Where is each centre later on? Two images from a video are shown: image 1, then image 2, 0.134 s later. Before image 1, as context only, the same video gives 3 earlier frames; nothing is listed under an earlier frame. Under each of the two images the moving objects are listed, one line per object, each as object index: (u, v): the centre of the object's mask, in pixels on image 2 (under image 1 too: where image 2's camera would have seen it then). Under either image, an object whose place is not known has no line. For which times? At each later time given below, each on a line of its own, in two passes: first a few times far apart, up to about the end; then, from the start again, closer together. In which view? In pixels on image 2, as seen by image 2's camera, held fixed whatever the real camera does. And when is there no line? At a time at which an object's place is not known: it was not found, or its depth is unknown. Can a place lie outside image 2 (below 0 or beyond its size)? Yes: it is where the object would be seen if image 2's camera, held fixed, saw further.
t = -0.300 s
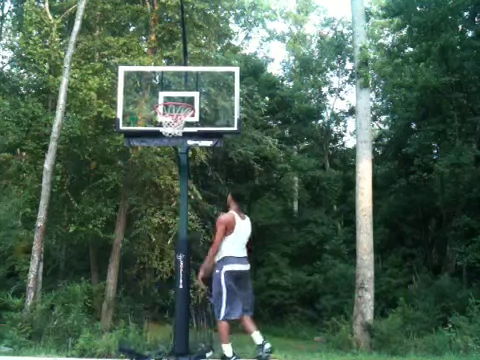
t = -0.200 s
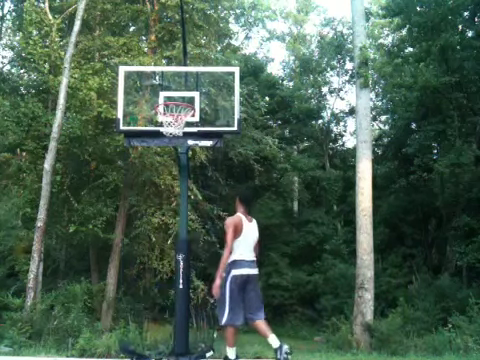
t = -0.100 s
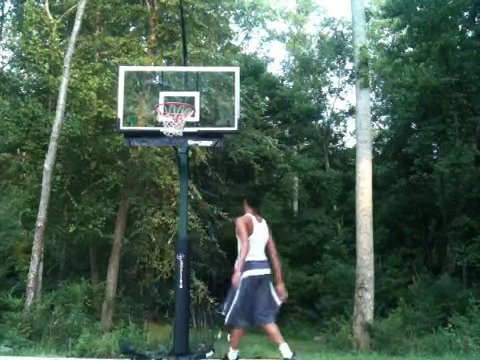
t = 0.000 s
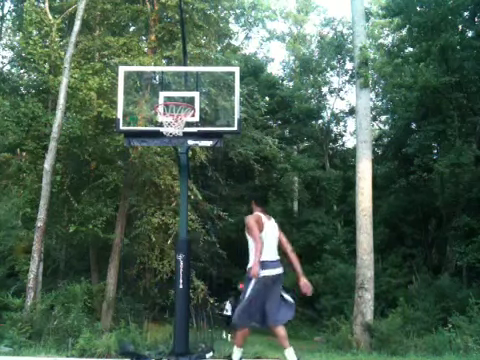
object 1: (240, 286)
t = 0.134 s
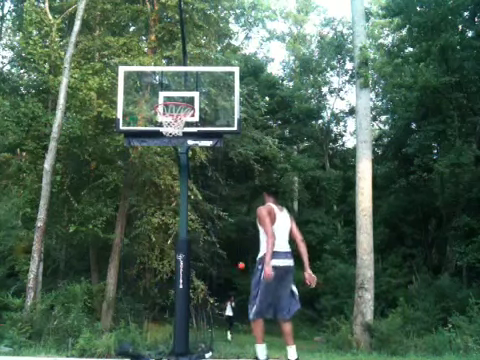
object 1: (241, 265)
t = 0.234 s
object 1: (241, 251)
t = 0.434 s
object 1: (243, 228)
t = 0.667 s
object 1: (245, 214)
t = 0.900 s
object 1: (250, 219)
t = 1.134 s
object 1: (258, 259)
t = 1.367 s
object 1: (273, 338)
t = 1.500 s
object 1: (279, 285)
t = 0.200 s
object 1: (241, 256)
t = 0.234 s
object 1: (241, 251)
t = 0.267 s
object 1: (241, 247)
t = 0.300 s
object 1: (241, 242)
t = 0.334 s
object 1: (242, 239)
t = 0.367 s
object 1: (242, 235)
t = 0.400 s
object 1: (242, 231)
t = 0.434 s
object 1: (243, 228)
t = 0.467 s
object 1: (243, 225)
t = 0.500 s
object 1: (243, 222)
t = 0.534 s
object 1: (243, 220)
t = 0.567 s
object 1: (244, 218)
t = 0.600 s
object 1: (244, 216)
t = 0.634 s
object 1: (244, 215)
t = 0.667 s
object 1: (245, 214)
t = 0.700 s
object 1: (246, 213)
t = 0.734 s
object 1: (246, 213)
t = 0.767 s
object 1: (247, 213)
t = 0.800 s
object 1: (248, 214)
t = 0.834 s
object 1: (248, 215)
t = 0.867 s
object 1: (249, 217)
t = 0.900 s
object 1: (250, 219)
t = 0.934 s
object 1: (250, 222)
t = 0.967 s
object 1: (252, 226)
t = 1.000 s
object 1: (253, 230)
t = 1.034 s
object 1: (254, 236)
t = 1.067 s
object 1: (255, 243)
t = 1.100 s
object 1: (256, 251)
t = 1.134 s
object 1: (258, 259)
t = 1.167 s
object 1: (260, 270)
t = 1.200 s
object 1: (262, 281)
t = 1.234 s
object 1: (264, 296)
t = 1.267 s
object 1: (266, 312)
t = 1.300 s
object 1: (268, 331)
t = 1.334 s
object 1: (271, 350)
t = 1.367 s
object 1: (273, 338)
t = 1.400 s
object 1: (274, 325)
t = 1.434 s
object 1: (276, 310)
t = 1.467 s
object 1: (277, 298)
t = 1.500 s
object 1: (279, 285)
